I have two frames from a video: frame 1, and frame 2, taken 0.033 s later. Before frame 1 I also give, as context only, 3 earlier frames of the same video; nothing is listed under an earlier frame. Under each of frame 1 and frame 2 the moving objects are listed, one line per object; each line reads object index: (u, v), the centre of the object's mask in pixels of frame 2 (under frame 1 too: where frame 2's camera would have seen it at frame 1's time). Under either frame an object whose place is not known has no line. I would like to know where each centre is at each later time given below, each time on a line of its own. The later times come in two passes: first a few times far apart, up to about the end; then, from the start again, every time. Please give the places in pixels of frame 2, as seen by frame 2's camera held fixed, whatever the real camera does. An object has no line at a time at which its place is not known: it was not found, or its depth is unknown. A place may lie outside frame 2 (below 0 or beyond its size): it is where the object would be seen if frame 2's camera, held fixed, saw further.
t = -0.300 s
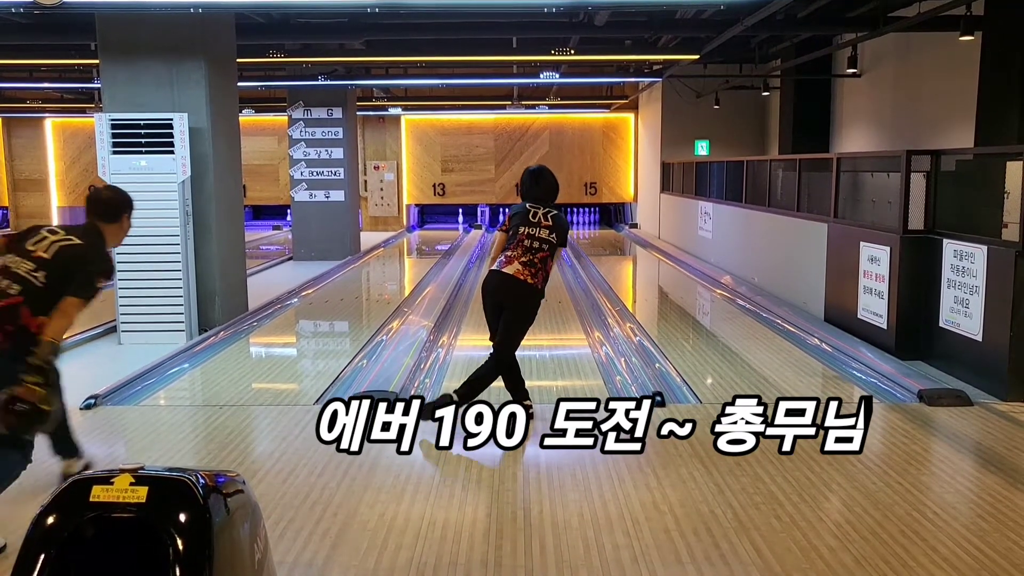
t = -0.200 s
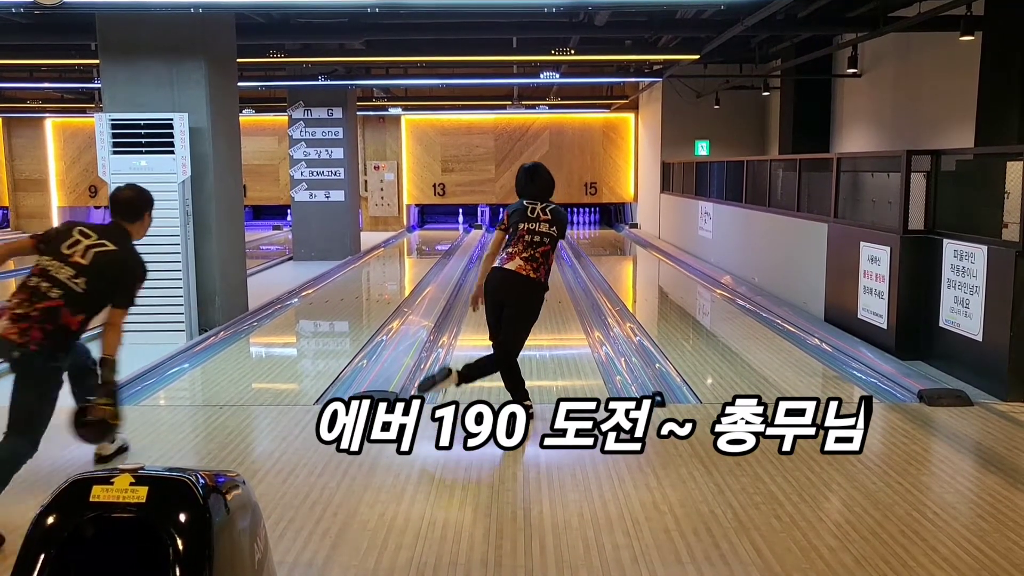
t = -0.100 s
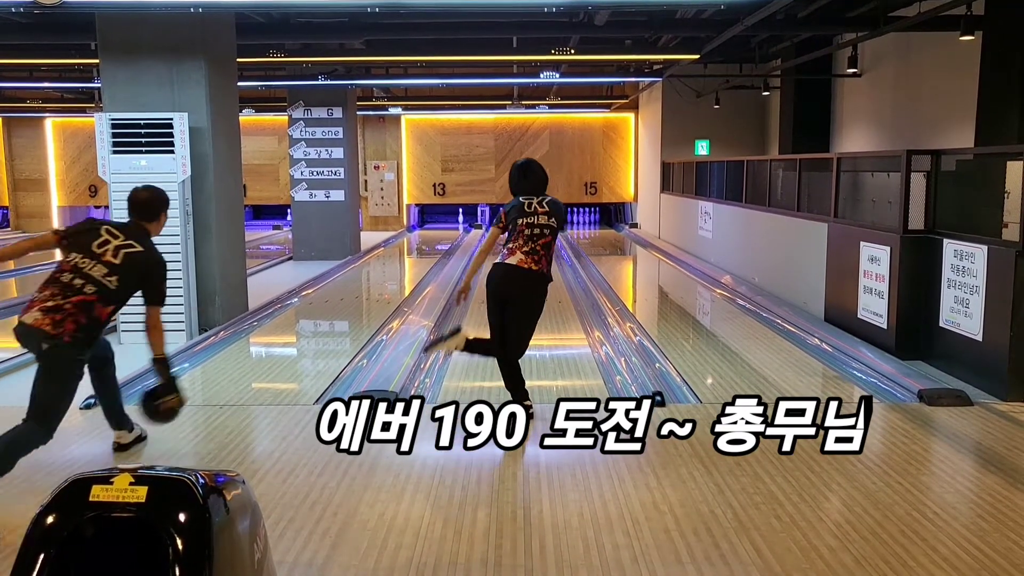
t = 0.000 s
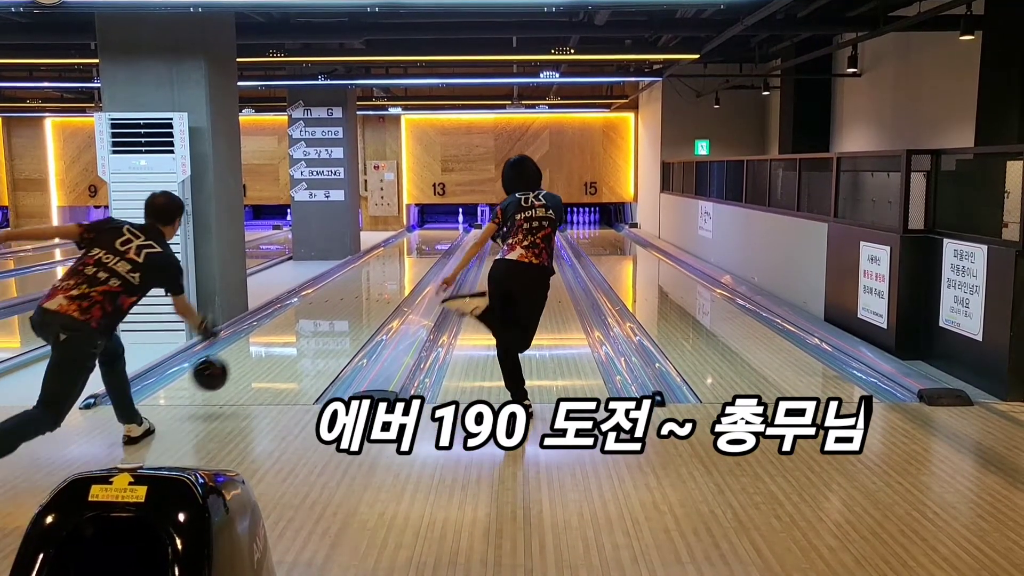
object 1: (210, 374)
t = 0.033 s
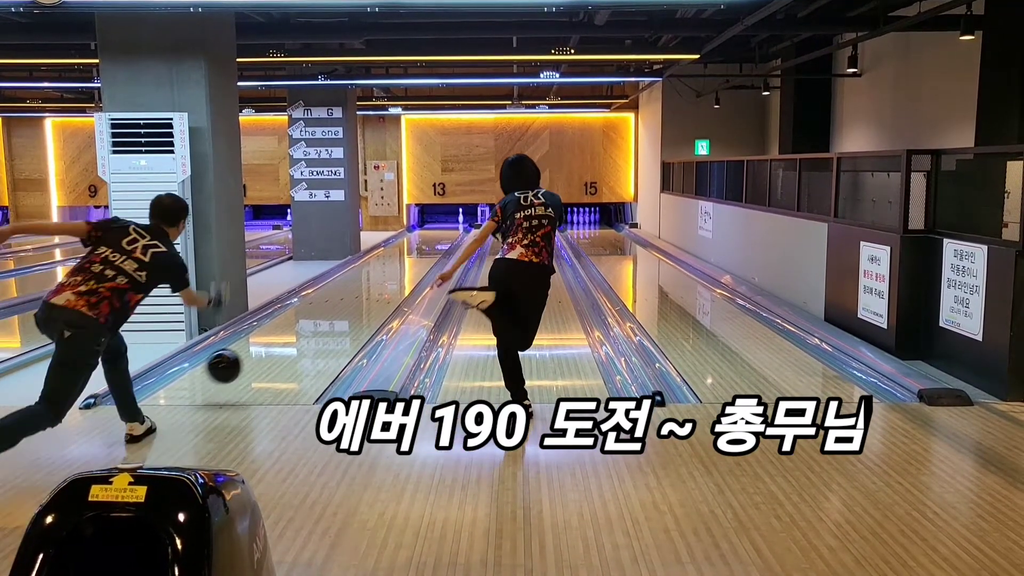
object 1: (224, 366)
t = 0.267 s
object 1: (296, 337)
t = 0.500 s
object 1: (342, 307)
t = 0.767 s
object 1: (377, 283)
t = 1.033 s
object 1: (402, 267)
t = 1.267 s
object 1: (418, 255)
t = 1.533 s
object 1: (432, 246)
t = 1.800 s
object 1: (442, 238)
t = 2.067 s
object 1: (449, 232)
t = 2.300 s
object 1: (454, 228)
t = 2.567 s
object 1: (458, 224)
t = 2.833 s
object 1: (460, 221)
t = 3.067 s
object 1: (460, 219)
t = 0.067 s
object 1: (237, 361)
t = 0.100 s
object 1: (249, 358)
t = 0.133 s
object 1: (259, 358)
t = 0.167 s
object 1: (270, 355)
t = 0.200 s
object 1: (279, 347)
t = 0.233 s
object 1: (288, 341)
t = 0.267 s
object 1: (296, 337)
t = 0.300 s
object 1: (304, 332)
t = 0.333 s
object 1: (311, 327)
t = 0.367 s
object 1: (318, 323)
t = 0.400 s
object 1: (325, 318)
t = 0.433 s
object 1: (331, 314)
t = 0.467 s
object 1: (337, 310)
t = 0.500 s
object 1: (342, 307)
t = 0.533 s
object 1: (347, 304)
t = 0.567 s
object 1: (352, 300)
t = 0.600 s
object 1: (357, 297)
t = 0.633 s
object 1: (362, 294)
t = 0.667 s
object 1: (366, 291)
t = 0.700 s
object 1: (370, 289)
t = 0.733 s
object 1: (374, 286)
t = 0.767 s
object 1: (377, 283)
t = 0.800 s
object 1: (381, 281)
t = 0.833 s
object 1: (384, 279)
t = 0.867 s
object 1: (387, 276)
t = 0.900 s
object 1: (391, 274)
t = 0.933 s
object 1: (393, 272)
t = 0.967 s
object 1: (396, 270)
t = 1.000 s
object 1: (399, 268)
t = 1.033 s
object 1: (402, 267)
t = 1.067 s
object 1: (405, 264)
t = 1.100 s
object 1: (407, 263)
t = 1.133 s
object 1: (409, 261)
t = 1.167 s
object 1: (411, 260)
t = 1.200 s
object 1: (414, 258)
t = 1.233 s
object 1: (415, 257)
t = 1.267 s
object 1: (418, 255)
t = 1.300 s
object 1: (419, 254)
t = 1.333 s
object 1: (421, 253)
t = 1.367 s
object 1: (424, 252)
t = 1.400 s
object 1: (425, 251)
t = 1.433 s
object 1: (427, 250)
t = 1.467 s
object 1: (428, 248)
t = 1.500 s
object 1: (430, 247)
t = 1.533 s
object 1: (432, 246)
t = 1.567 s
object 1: (433, 245)
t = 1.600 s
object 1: (435, 244)
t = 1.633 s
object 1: (436, 243)
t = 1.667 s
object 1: (437, 242)
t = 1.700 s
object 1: (439, 241)
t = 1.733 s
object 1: (440, 240)
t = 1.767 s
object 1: (441, 239)
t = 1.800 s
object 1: (442, 238)
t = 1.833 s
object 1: (443, 238)
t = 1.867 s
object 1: (444, 237)
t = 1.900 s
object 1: (445, 236)
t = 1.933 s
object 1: (446, 235)
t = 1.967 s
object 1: (447, 234)
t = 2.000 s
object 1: (448, 234)
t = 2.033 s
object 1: (448, 233)
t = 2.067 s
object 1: (449, 232)
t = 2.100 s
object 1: (450, 232)
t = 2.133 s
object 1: (451, 231)
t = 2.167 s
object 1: (451, 231)
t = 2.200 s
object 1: (452, 230)
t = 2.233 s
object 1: (453, 229)
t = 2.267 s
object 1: (453, 229)
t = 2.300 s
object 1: (454, 228)
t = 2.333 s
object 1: (455, 227)
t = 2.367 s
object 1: (455, 227)
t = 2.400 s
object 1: (455, 226)
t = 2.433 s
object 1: (456, 226)
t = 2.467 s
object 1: (456, 225)
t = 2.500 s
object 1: (457, 225)
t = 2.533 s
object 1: (457, 224)
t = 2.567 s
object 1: (458, 224)
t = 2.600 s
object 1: (458, 224)
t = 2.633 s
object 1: (458, 223)
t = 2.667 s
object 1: (459, 223)
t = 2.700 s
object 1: (459, 222)
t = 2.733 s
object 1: (459, 222)
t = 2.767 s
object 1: (459, 221)
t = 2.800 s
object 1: (460, 221)
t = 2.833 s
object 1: (460, 221)
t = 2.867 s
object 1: (460, 220)
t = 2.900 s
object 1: (460, 220)
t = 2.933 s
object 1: (461, 219)
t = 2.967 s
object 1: (461, 219)
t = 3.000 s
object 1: (461, 219)
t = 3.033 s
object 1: (460, 219)
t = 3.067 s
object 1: (460, 219)
